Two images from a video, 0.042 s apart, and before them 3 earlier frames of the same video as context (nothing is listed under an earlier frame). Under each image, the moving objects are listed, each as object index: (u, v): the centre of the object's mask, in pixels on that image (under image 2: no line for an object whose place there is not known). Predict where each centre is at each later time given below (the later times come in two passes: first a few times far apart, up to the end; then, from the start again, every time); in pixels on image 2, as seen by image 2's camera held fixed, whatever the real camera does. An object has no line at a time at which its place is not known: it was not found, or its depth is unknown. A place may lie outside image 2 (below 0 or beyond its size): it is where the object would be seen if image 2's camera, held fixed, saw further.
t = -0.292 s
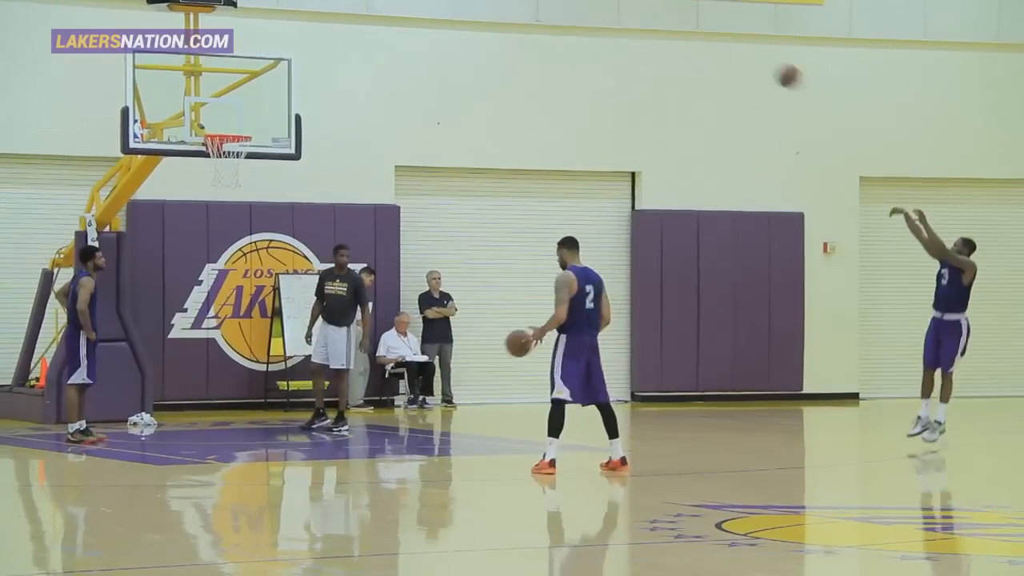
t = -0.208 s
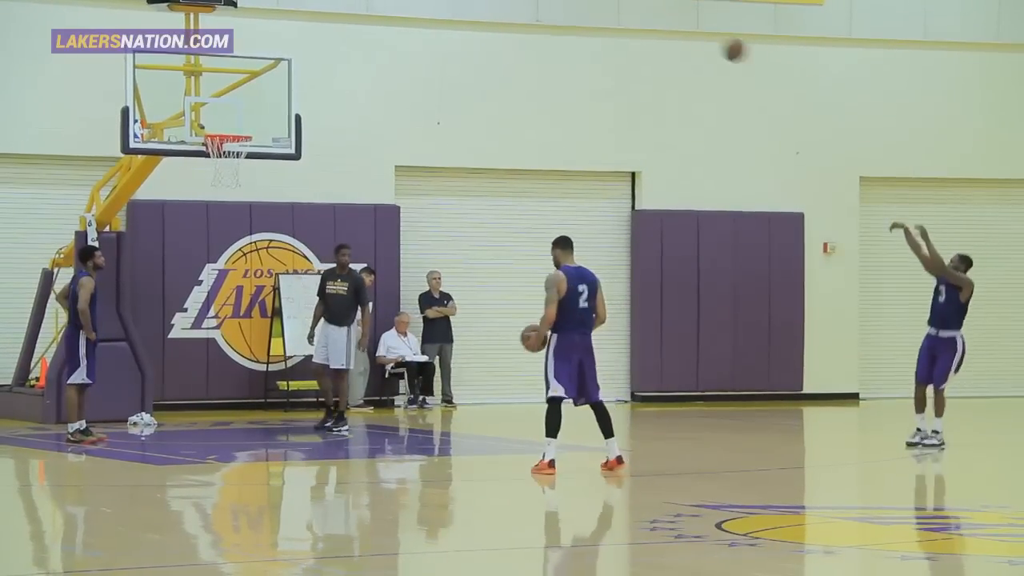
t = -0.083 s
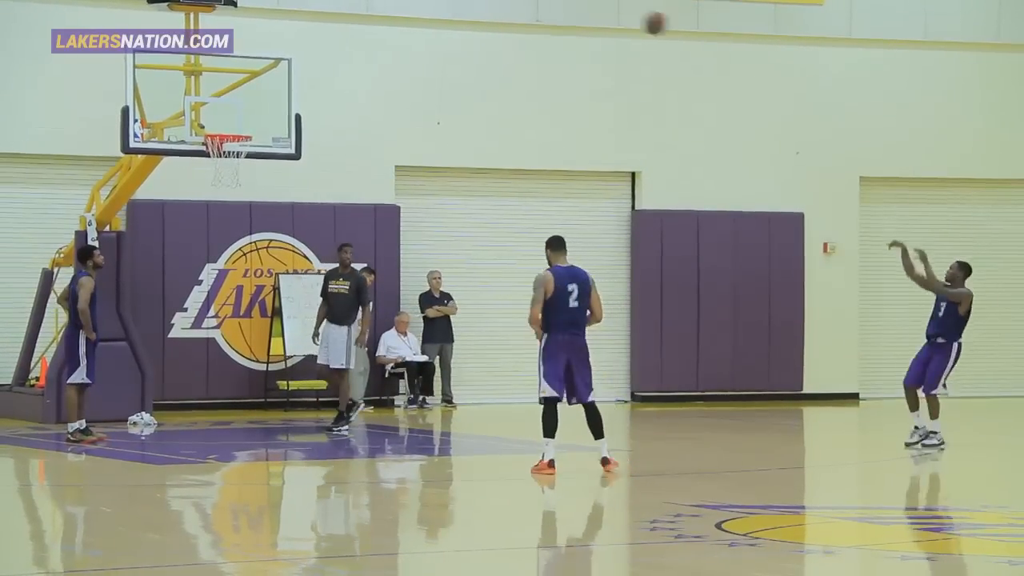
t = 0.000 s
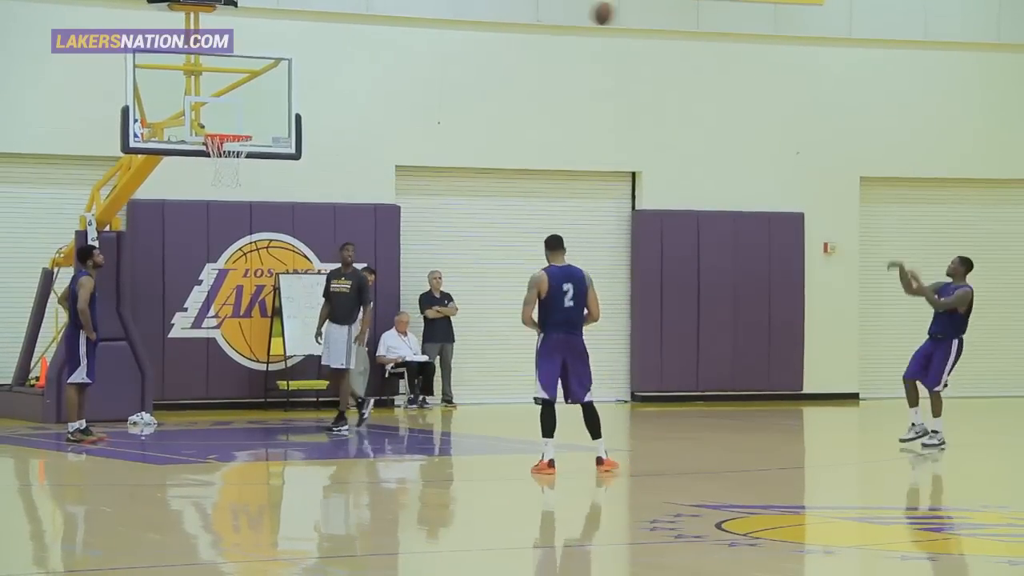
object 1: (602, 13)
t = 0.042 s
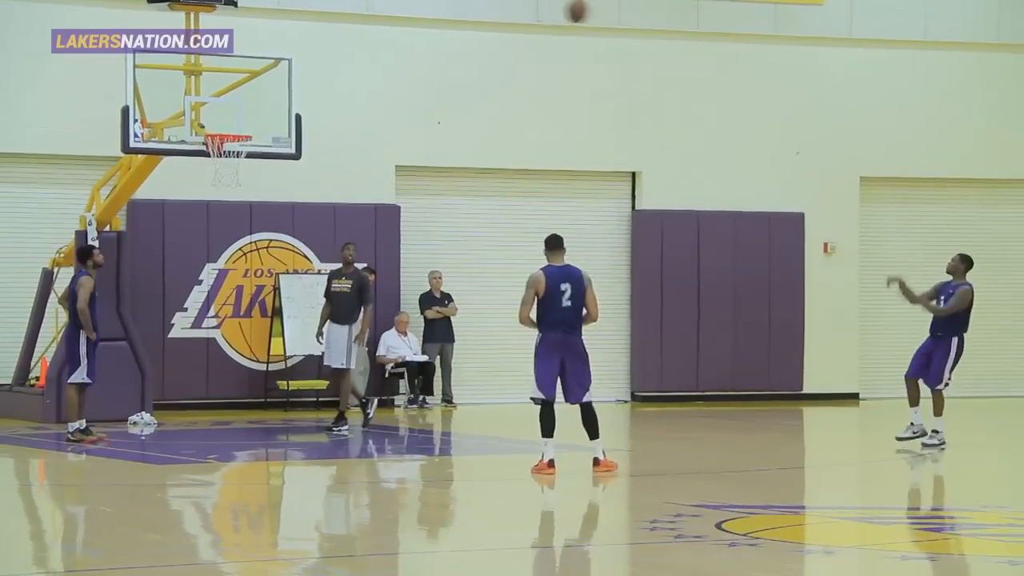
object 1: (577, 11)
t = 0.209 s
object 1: (473, 18)
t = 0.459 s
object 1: (322, 75)
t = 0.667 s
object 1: (214, 124)
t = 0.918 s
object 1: (145, 109)
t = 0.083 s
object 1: (551, 10)
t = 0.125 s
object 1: (525, 10)
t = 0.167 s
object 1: (499, 13)
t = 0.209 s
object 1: (473, 18)
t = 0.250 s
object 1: (449, 23)
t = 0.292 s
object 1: (423, 30)
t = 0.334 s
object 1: (398, 39)
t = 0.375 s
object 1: (373, 49)
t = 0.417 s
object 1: (348, 61)
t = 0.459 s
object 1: (322, 75)
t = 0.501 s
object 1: (298, 89)
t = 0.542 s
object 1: (272, 106)
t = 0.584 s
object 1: (248, 124)
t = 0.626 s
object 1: (231, 125)
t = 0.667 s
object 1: (214, 124)
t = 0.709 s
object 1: (199, 121)
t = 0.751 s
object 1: (186, 116)
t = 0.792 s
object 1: (173, 112)
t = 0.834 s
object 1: (162, 110)
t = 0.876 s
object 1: (153, 109)
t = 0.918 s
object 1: (145, 109)
